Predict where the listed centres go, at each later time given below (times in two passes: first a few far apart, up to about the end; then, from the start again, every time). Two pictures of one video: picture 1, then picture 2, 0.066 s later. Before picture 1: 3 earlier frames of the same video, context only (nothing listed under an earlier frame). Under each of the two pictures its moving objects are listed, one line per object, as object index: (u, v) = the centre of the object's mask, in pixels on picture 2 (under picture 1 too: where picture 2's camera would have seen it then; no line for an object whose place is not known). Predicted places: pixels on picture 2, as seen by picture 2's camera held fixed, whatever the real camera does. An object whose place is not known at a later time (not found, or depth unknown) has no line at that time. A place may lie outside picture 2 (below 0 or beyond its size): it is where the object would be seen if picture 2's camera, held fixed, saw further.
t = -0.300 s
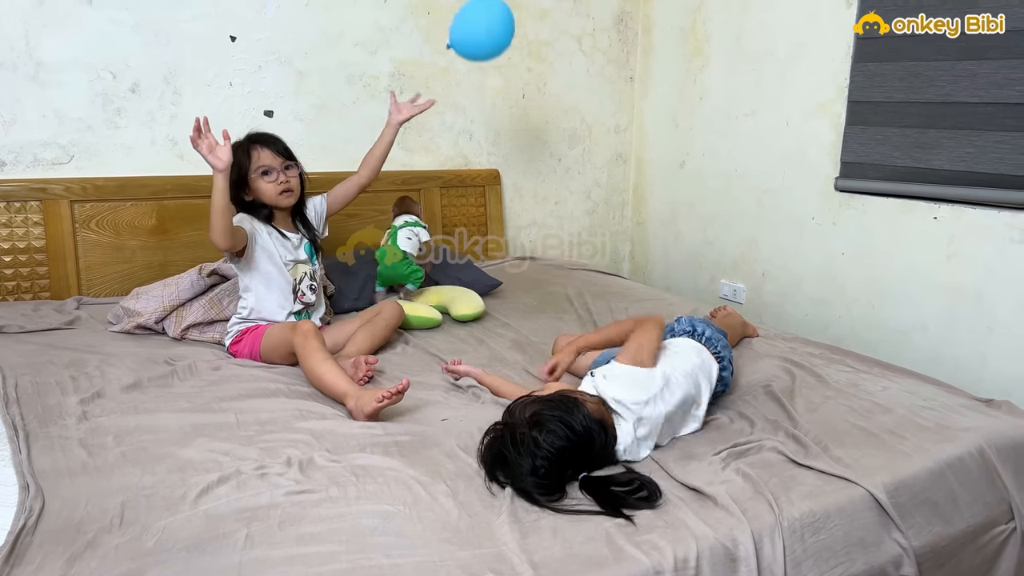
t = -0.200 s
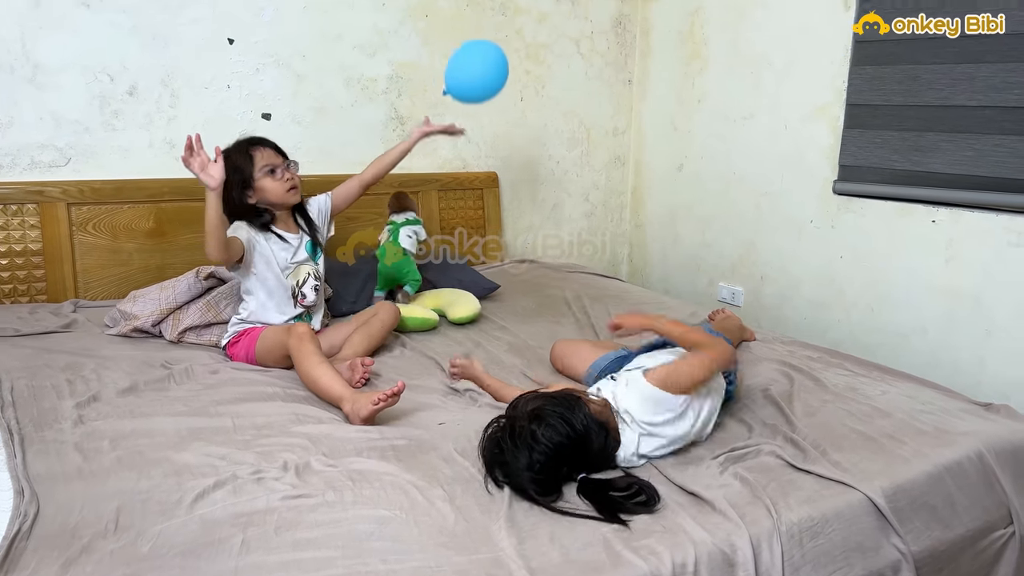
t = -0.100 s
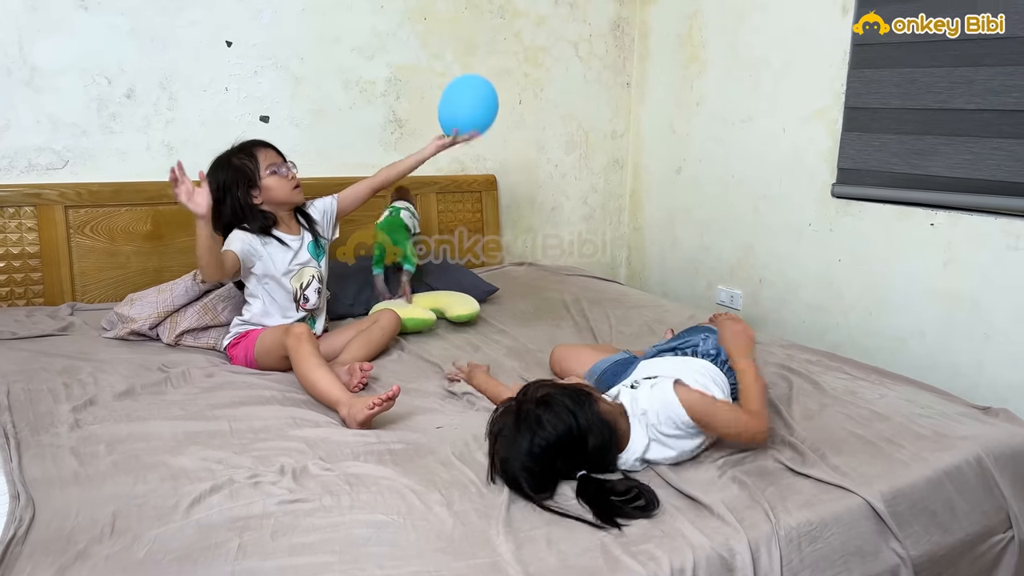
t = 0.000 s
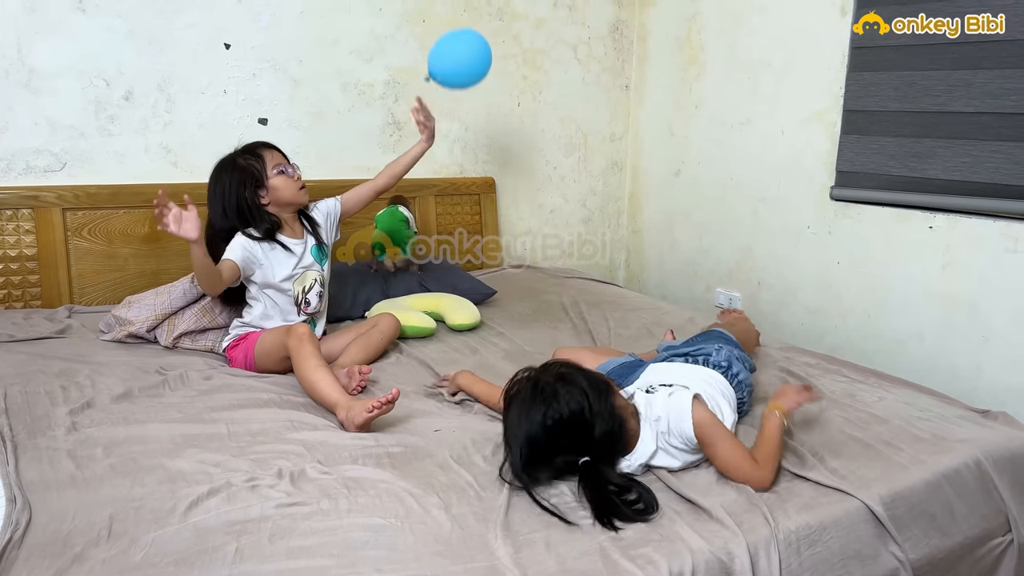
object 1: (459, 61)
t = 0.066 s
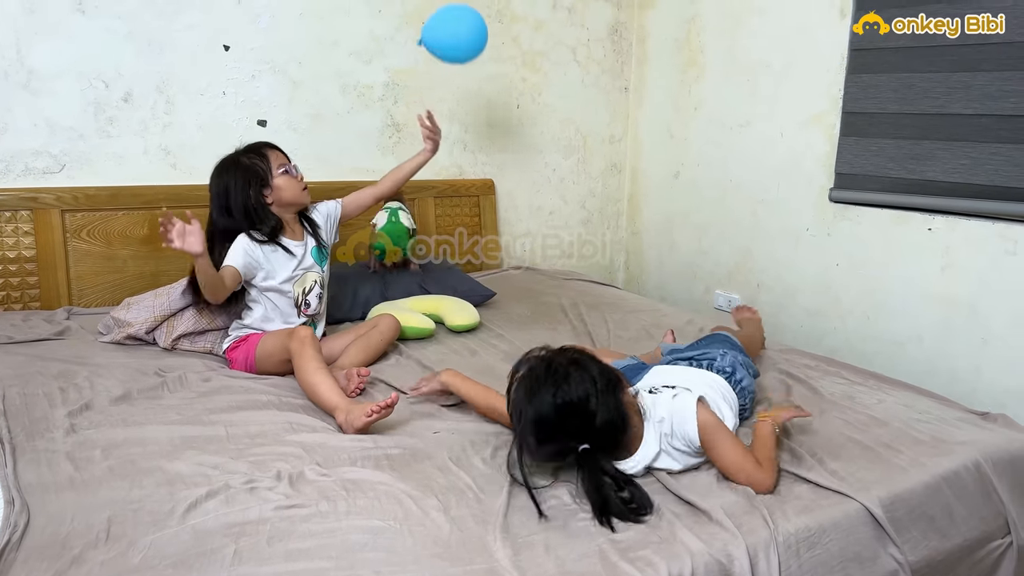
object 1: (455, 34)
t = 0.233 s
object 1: (446, 6)
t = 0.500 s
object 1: (447, -3)
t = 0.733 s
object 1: (454, 22)
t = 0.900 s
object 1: (458, 67)
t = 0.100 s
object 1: (453, 24)
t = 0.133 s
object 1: (451, 18)
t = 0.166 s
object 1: (449, 13)
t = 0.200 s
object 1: (448, 9)
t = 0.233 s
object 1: (446, 6)
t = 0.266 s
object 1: (445, 3)
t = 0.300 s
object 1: (444, 2)
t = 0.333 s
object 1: (444, 1)
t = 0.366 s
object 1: (445, 0)
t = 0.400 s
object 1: (446, -1)
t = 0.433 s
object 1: (446, -2)
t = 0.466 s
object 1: (447, -3)
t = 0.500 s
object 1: (447, -3)
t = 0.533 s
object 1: (448, -2)
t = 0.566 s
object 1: (449, -1)
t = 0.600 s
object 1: (450, 1)
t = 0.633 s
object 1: (451, 3)
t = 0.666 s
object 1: (452, 8)
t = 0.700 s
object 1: (453, 15)
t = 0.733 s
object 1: (454, 22)
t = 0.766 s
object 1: (455, 29)
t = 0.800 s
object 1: (456, 38)
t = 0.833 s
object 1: (456, 47)
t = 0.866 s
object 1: (457, 56)
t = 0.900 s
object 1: (458, 67)
